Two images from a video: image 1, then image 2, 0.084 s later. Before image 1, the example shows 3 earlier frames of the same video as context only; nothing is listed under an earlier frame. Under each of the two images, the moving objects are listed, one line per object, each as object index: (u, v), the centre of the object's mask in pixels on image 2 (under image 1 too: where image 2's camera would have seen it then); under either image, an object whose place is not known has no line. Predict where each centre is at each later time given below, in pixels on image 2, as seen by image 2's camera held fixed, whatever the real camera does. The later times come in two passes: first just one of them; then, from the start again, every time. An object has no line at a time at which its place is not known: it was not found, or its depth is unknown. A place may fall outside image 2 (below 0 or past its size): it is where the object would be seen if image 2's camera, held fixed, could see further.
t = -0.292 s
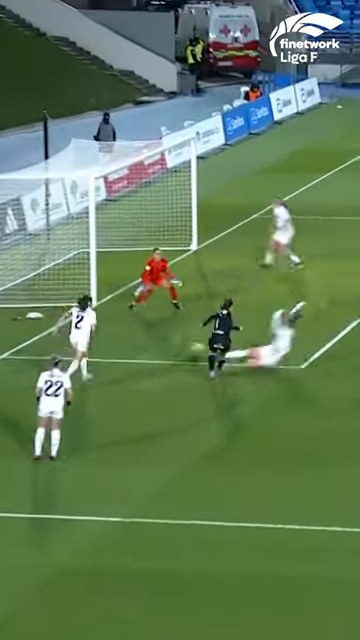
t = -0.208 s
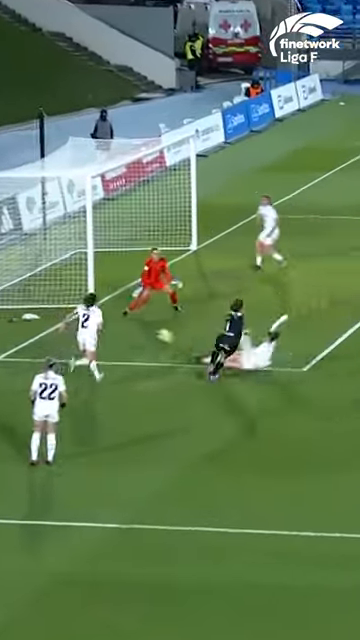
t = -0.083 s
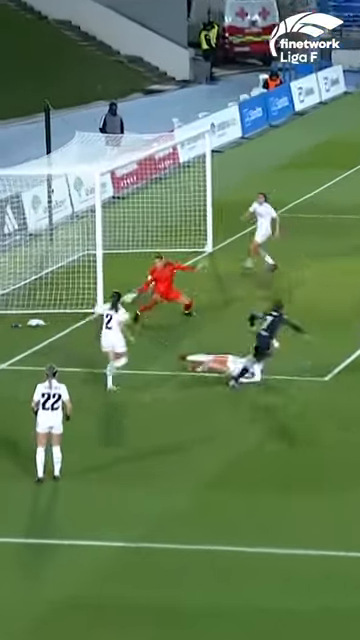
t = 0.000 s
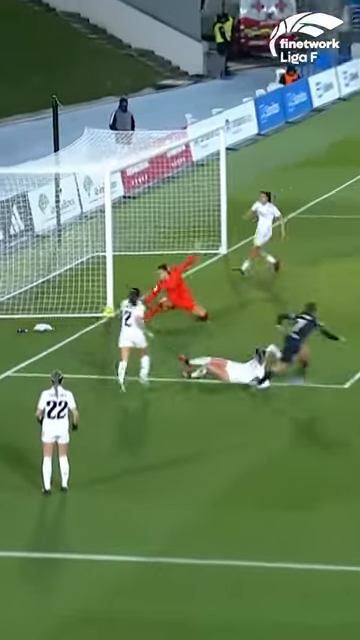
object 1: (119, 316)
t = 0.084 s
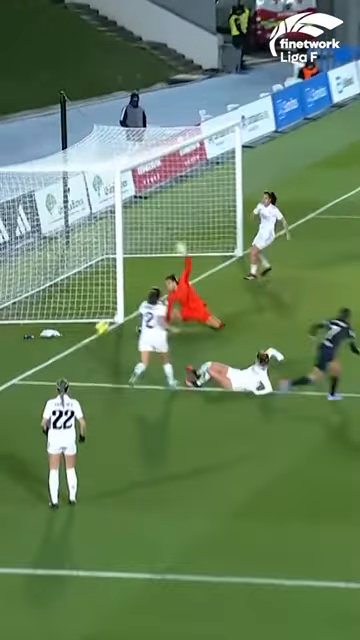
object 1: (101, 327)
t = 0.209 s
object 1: (77, 347)
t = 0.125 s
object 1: (93, 332)
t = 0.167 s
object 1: (85, 339)
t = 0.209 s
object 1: (77, 347)
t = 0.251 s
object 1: (68, 358)
